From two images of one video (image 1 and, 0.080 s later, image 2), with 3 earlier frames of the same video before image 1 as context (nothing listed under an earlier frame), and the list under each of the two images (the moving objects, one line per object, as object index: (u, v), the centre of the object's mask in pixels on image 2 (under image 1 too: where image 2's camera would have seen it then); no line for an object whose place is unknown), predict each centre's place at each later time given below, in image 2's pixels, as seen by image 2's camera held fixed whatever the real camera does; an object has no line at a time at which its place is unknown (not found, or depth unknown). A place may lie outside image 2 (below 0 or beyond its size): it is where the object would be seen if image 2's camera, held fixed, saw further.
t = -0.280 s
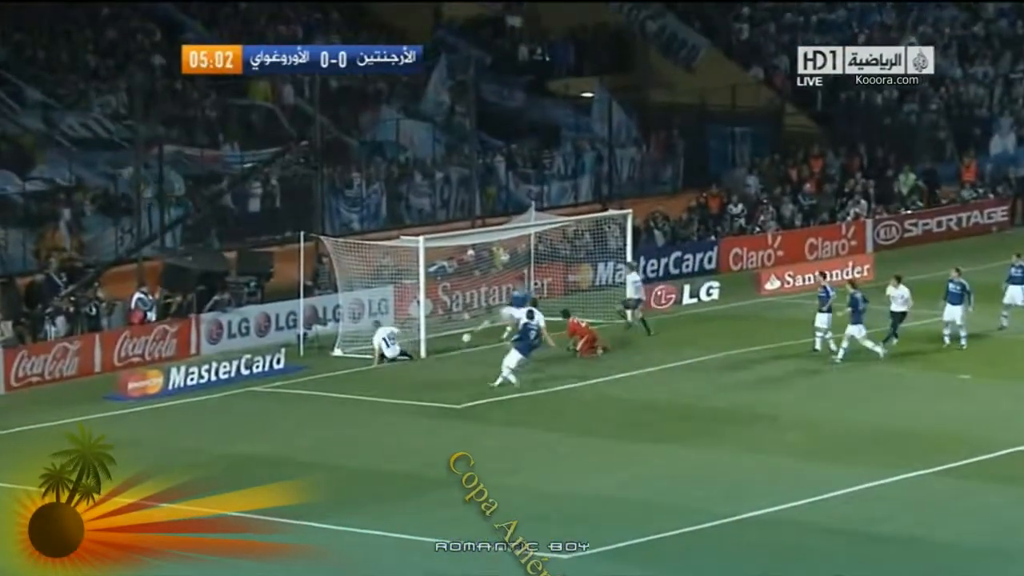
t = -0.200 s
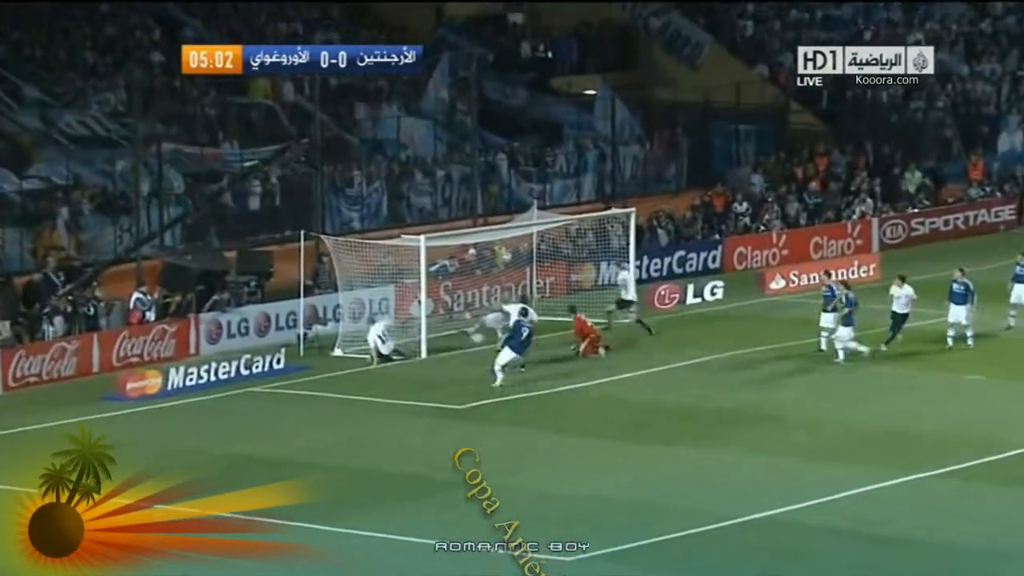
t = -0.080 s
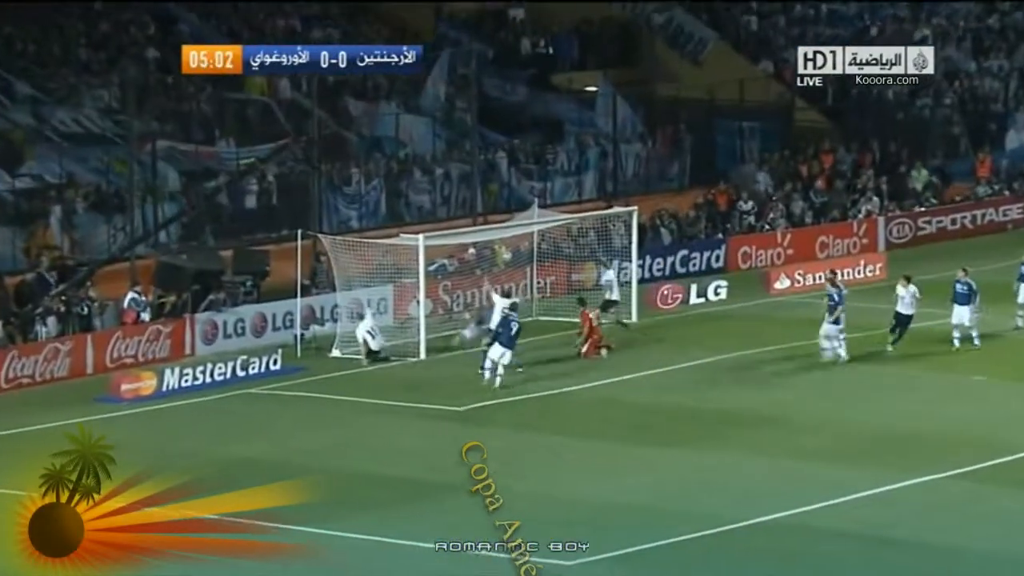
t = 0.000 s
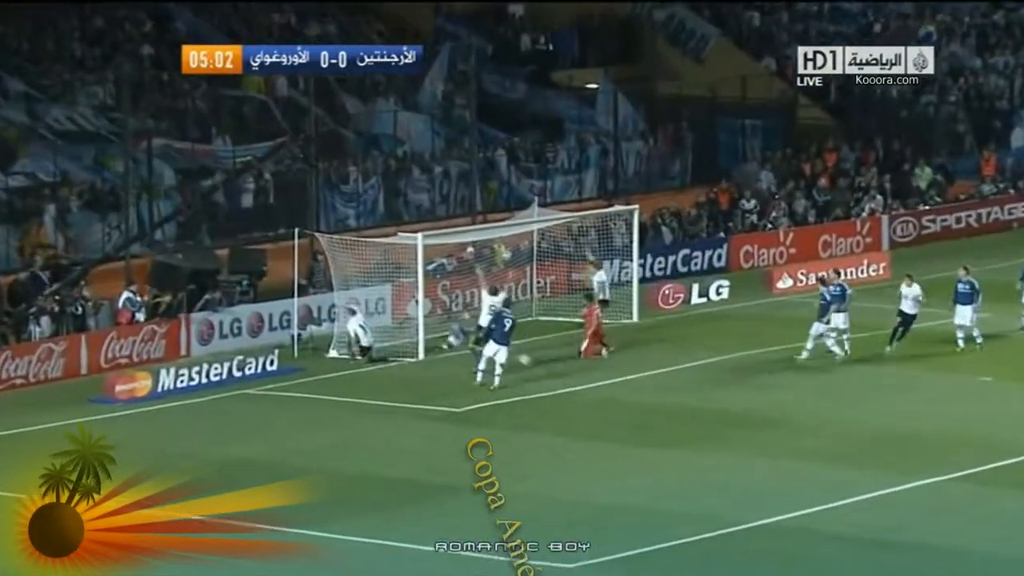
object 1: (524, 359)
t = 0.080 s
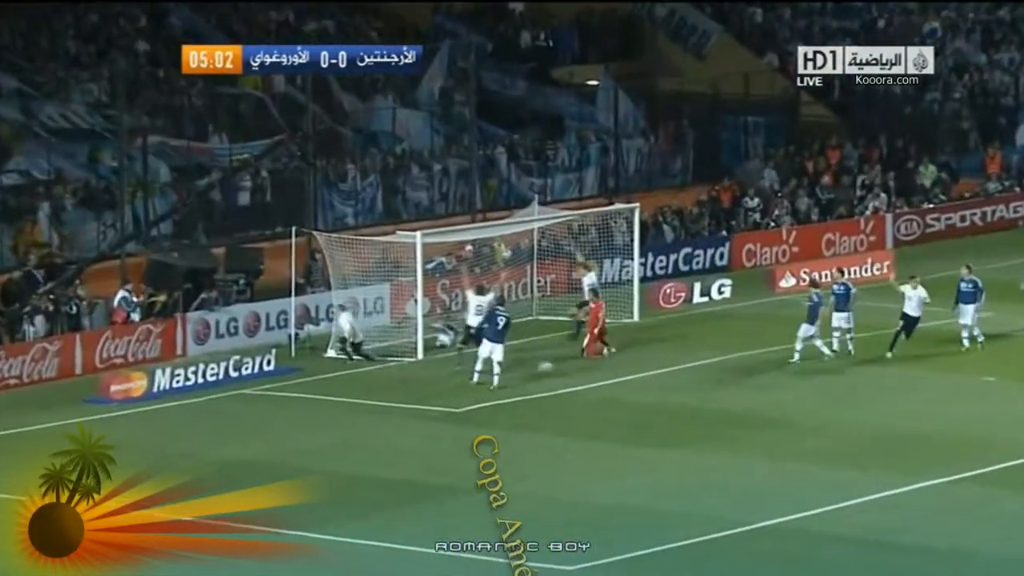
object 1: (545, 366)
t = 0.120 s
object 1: (554, 368)
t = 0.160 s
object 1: (566, 371)
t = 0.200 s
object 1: (576, 373)
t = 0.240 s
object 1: (585, 376)
